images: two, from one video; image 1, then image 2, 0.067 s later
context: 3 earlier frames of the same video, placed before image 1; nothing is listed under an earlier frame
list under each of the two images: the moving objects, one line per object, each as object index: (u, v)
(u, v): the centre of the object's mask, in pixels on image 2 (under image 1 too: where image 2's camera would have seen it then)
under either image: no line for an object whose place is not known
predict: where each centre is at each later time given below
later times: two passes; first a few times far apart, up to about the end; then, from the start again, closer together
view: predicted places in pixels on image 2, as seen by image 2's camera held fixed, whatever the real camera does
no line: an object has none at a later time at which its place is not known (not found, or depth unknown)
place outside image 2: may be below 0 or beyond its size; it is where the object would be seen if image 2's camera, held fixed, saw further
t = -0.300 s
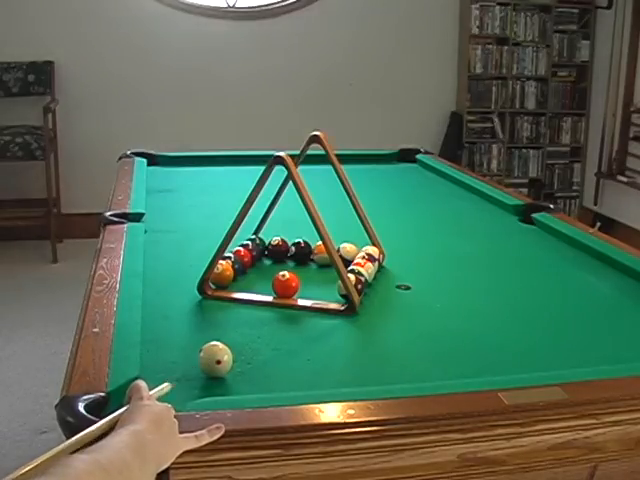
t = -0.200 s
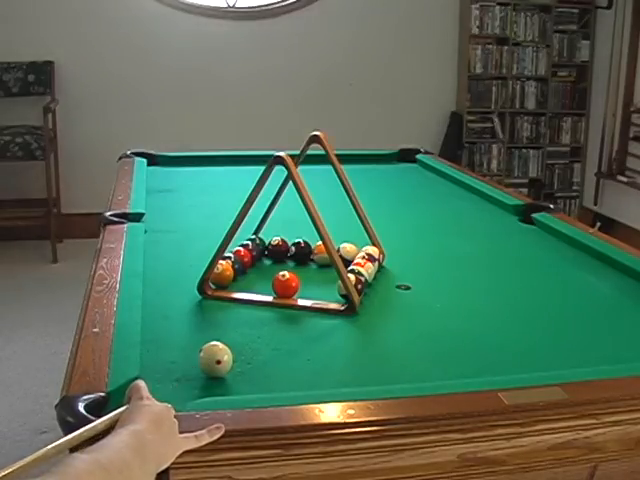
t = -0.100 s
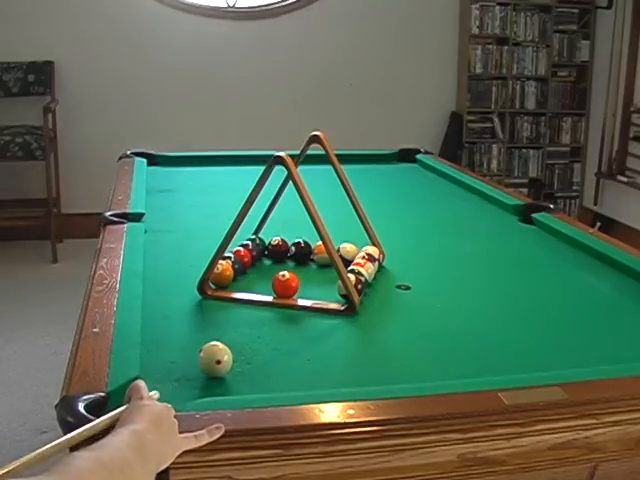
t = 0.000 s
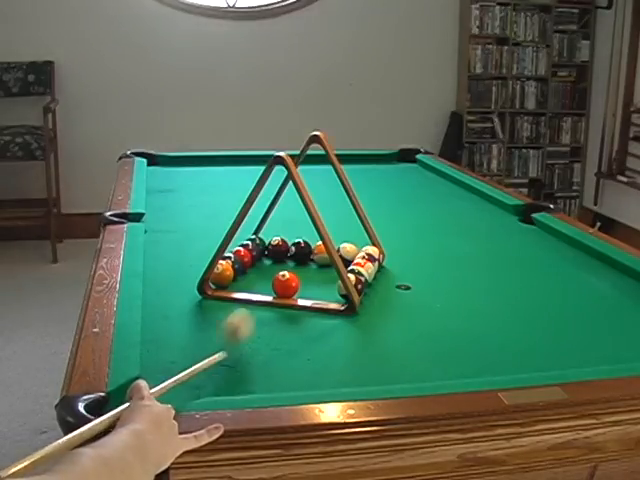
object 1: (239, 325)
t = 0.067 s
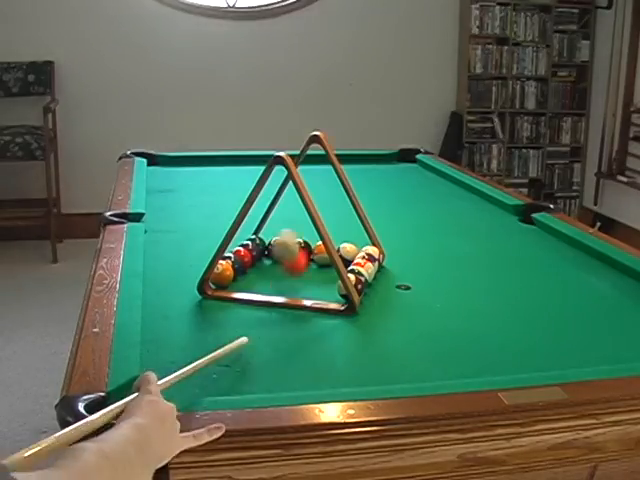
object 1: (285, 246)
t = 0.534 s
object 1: (374, 169)
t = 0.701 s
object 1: (390, 155)
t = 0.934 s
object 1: (405, 161)
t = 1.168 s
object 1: (393, 155)
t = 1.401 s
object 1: (412, 162)
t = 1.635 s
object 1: (422, 167)
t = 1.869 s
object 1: (425, 171)
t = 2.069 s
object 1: (429, 175)
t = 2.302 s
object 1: (433, 180)
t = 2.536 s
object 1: (437, 185)
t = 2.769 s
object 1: (440, 190)
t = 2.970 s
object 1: (444, 195)
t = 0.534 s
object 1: (374, 169)
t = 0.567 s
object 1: (377, 191)
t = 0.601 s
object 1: (380, 183)
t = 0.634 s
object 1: (384, 169)
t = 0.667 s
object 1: (387, 160)
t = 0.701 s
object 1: (390, 155)
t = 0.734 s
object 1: (392, 152)
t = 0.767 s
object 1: (395, 153)
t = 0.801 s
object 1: (397, 156)
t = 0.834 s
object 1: (399, 162)
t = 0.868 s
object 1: (401, 171)
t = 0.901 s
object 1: (403, 166)
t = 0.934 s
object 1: (405, 161)
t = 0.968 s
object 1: (407, 160)
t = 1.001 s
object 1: (409, 160)
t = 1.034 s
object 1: (411, 161)
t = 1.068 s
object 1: (413, 159)
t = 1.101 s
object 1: (408, 157)
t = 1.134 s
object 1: (400, 157)
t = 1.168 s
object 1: (393, 155)
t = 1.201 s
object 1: (393, 156)
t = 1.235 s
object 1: (396, 157)
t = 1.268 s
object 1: (400, 158)
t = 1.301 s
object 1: (403, 159)
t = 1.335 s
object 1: (406, 160)
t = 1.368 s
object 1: (409, 161)
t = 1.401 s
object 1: (412, 162)
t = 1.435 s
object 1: (416, 162)
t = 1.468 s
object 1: (419, 163)
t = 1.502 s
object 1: (420, 164)
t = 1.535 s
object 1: (420, 164)
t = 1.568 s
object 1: (421, 165)
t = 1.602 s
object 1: (421, 166)
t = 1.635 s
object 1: (422, 167)
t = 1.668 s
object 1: (423, 167)
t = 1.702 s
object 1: (423, 168)
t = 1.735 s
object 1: (423, 169)
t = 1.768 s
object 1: (424, 169)
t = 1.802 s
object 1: (424, 170)
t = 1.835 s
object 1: (425, 171)
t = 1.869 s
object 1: (425, 171)
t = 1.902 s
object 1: (426, 172)
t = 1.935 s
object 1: (426, 173)
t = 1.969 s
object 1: (427, 173)
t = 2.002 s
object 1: (428, 174)
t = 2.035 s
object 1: (428, 175)
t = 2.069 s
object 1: (429, 175)
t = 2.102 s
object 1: (430, 176)
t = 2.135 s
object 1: (430, 177)
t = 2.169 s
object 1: (431, 178)
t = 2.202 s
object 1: (431, 178)
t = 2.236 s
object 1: (432, 179)
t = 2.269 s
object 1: (432, 179)
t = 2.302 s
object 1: (433, 180)
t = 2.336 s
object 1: (433, 181)
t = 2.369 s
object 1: (434, 182)
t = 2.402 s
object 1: (435, 182)
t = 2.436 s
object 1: (435, 183)
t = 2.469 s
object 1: (435, 184)
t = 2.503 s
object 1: (437, 184)
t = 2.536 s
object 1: (437, 185)
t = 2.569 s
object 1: (437, 186)
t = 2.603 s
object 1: (438, 187)
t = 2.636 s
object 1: (438, 187)
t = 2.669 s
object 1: (439, 188)
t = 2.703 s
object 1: (439, 189)
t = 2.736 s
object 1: (440, 189)
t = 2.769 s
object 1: (440, 190)
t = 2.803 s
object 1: (441, 191)
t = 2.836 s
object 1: (442, 192)
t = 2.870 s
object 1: (442, 193)
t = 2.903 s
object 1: (443, 193)
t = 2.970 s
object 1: (444, 195)
